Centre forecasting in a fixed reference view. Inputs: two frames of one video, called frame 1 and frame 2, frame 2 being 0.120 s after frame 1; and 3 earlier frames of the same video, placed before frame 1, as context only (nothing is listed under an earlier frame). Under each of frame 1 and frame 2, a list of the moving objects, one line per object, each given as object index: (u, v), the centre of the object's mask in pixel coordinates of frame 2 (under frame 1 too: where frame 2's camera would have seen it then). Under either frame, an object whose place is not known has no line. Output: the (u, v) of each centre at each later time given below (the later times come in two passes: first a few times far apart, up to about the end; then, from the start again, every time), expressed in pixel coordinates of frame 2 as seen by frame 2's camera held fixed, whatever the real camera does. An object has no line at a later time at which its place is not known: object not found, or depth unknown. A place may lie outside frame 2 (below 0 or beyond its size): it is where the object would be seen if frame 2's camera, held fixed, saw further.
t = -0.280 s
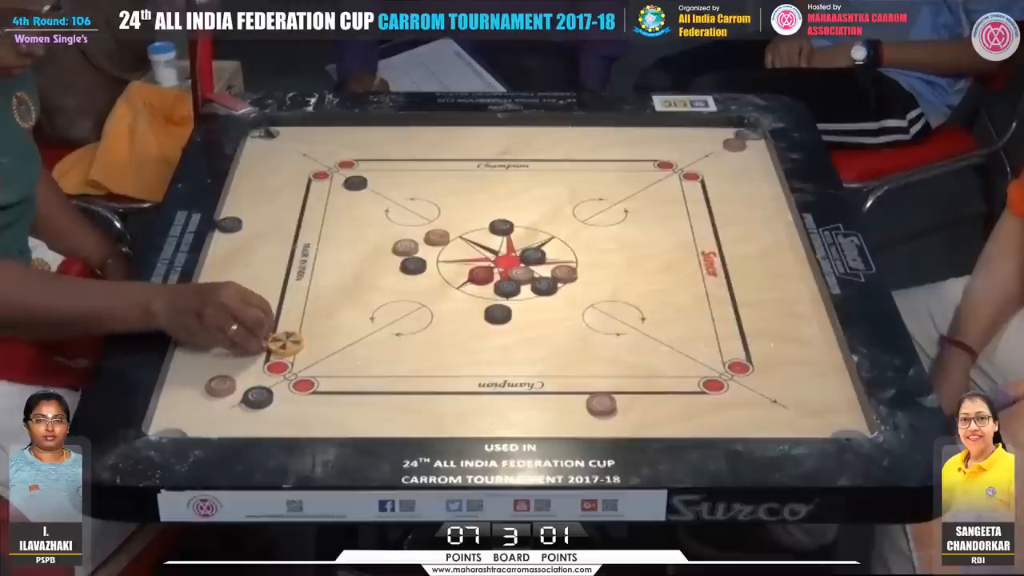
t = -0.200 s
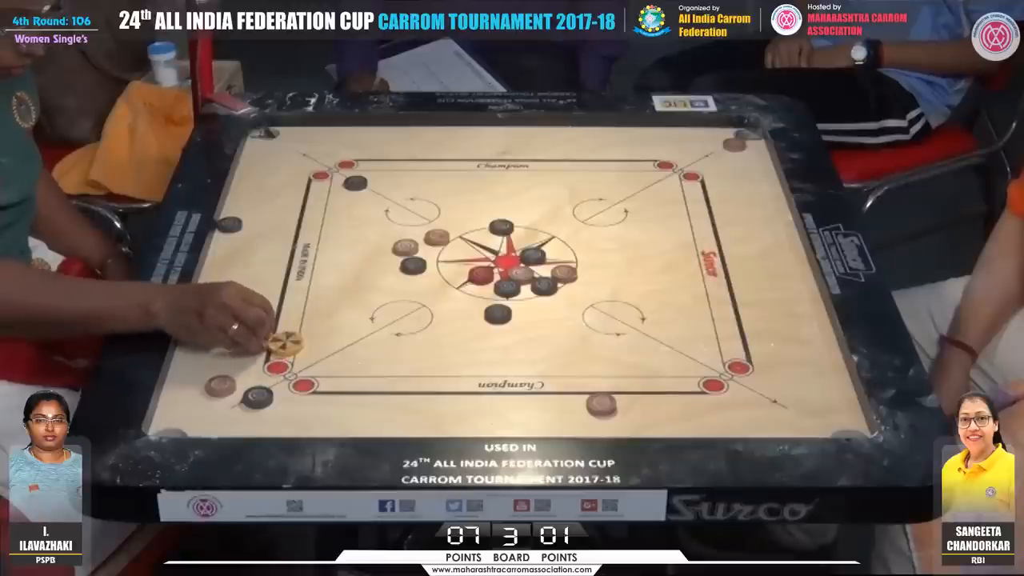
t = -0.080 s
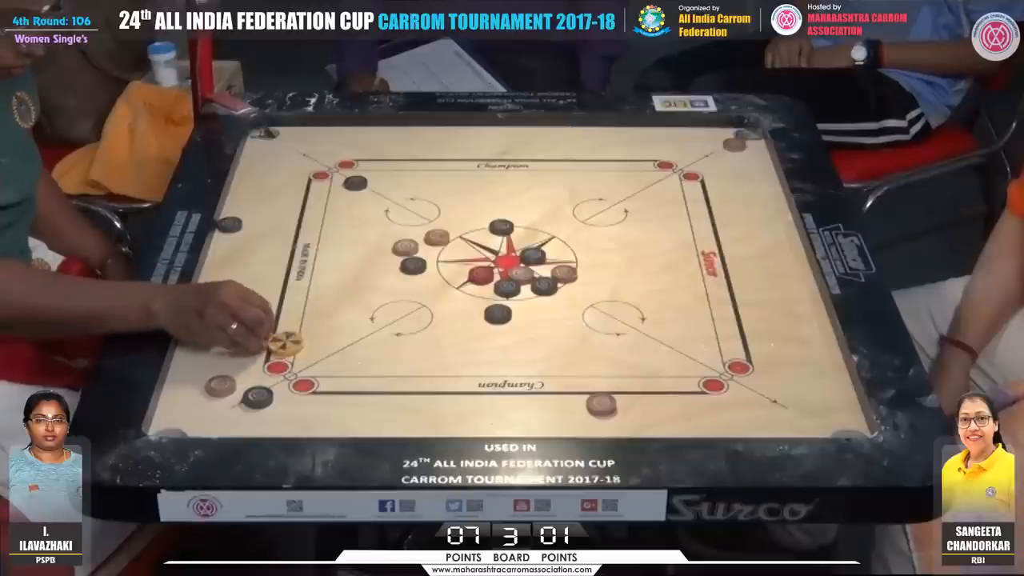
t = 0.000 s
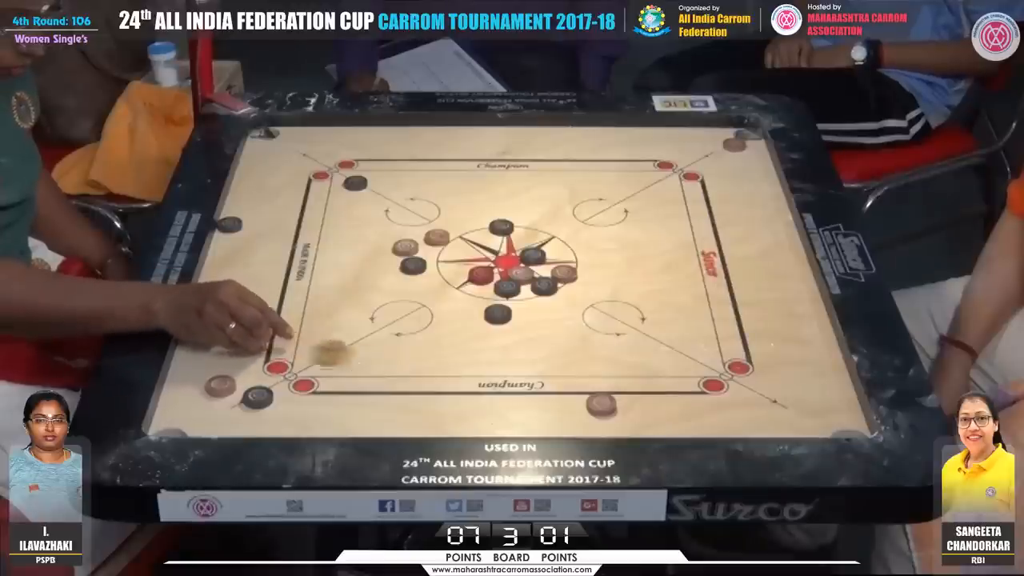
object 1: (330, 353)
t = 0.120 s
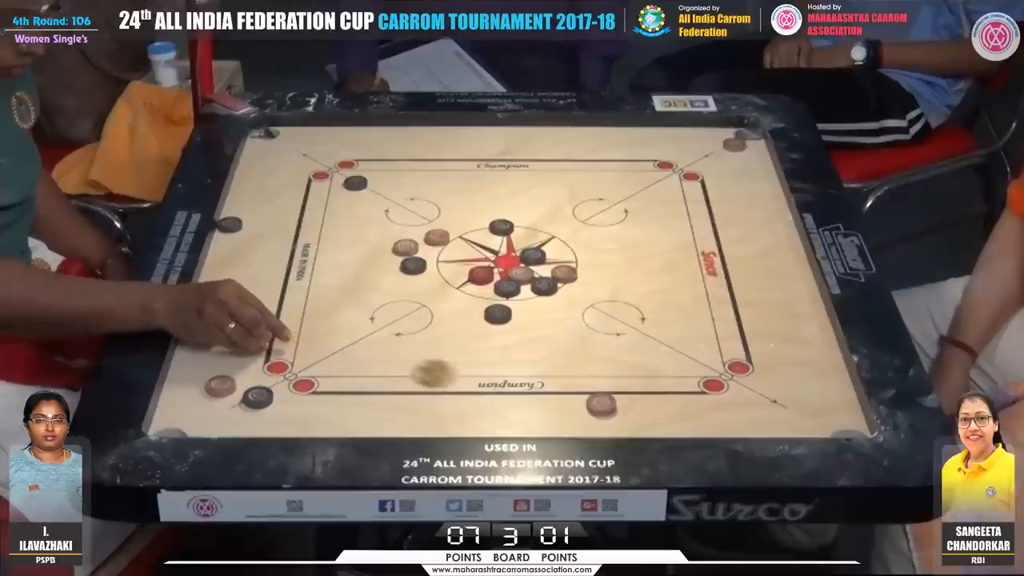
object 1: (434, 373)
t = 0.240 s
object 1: (523, 391)
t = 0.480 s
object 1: (600, 404)
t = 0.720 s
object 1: (603, 404)
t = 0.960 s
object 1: (603, 404)
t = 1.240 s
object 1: (603, 404)
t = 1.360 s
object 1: (603, 404)
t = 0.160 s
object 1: (465, 378)
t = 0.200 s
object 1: (494, 385)
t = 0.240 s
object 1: (523, 391)
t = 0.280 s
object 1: (548, 395)
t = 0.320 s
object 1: (570, 399)
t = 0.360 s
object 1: (581, 401)
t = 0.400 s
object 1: (589, 402)
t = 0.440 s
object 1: (596, 404)
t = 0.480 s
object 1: (600, 404)
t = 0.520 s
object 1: (602, 405)
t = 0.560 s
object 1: (603, 404)
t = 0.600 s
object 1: (603, 404)
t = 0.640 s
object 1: (603, 405)
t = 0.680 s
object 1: (603, 405)
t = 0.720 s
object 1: (603, 404)
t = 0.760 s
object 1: (603, 404)
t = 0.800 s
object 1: (603, 404)
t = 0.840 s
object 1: (603, 404)
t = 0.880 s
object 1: (603, 404)
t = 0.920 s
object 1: (603, 404)
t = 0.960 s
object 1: (603, 404)
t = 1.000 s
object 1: (603, 404)
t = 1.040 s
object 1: (603, 404)
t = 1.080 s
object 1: (603, 404)
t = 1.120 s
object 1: (603, 404)
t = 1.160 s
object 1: (603, 404)
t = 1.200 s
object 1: (603, 404)
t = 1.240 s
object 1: (603, 404)
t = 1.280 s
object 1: (603, 404)
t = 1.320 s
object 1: (603, 404)
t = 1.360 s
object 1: (603, 404)
